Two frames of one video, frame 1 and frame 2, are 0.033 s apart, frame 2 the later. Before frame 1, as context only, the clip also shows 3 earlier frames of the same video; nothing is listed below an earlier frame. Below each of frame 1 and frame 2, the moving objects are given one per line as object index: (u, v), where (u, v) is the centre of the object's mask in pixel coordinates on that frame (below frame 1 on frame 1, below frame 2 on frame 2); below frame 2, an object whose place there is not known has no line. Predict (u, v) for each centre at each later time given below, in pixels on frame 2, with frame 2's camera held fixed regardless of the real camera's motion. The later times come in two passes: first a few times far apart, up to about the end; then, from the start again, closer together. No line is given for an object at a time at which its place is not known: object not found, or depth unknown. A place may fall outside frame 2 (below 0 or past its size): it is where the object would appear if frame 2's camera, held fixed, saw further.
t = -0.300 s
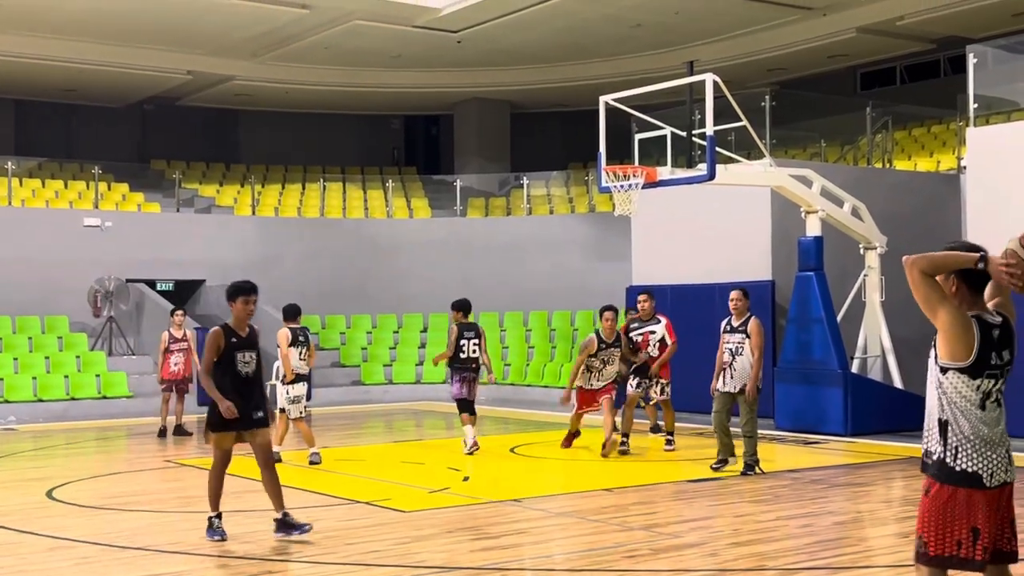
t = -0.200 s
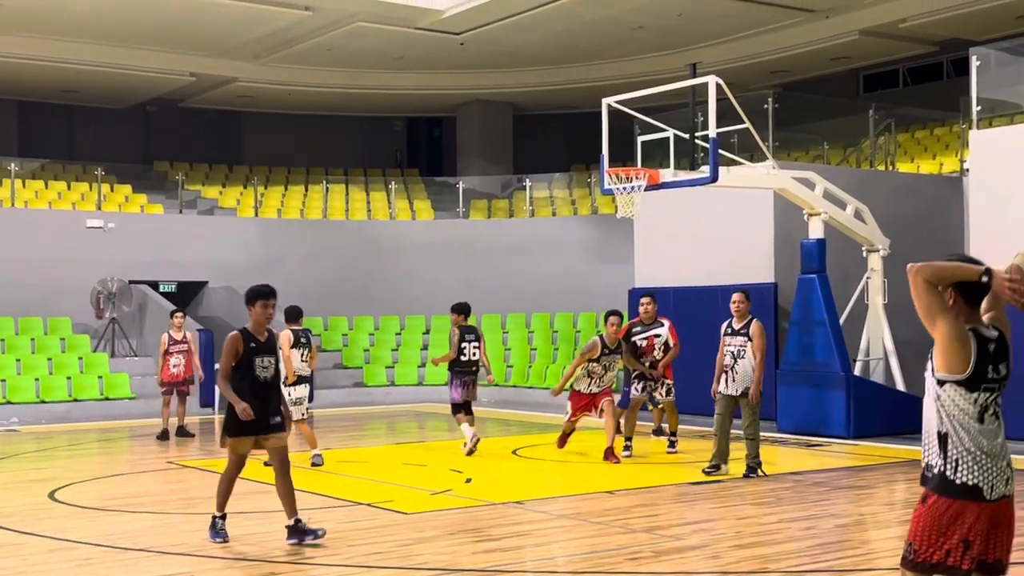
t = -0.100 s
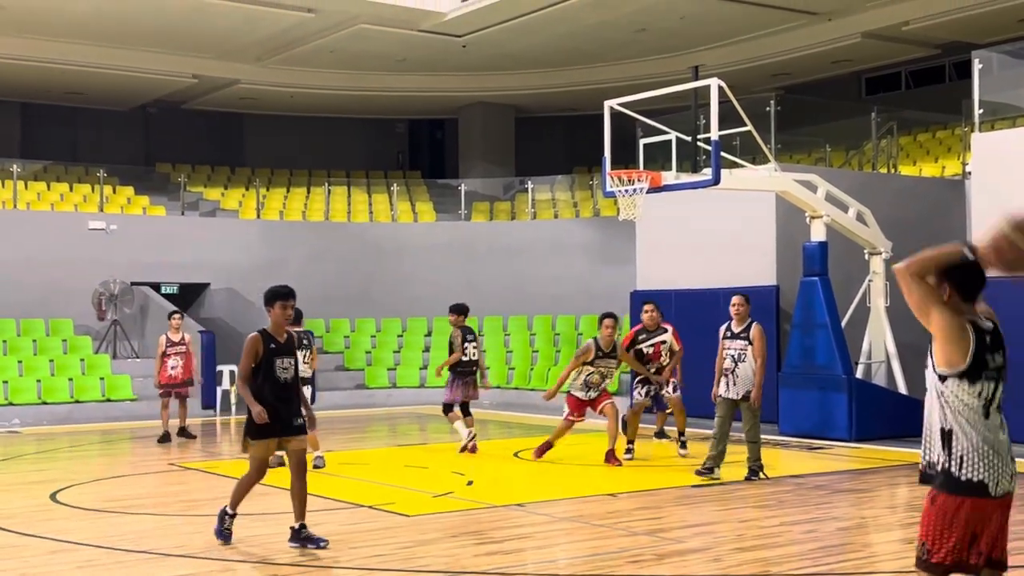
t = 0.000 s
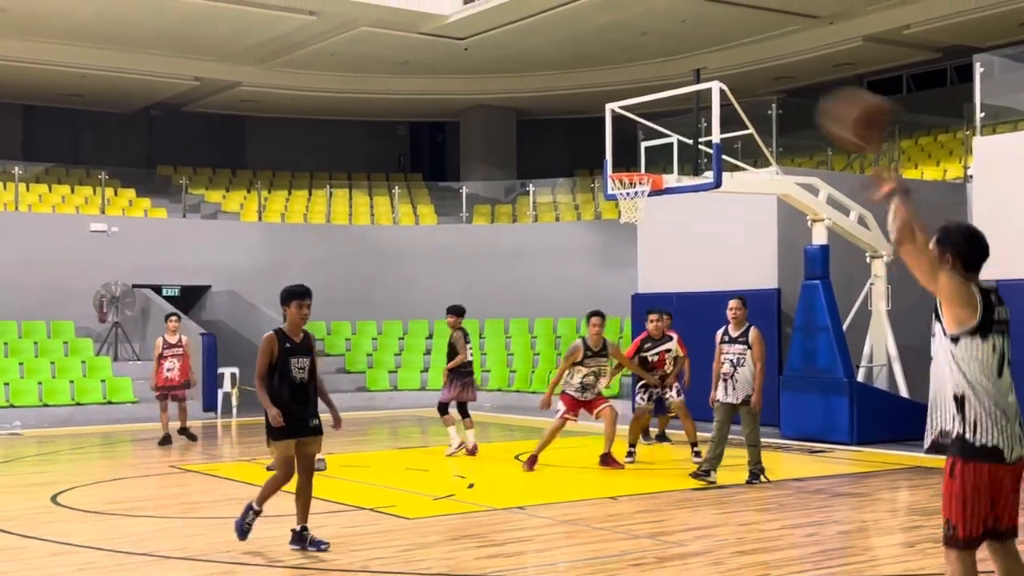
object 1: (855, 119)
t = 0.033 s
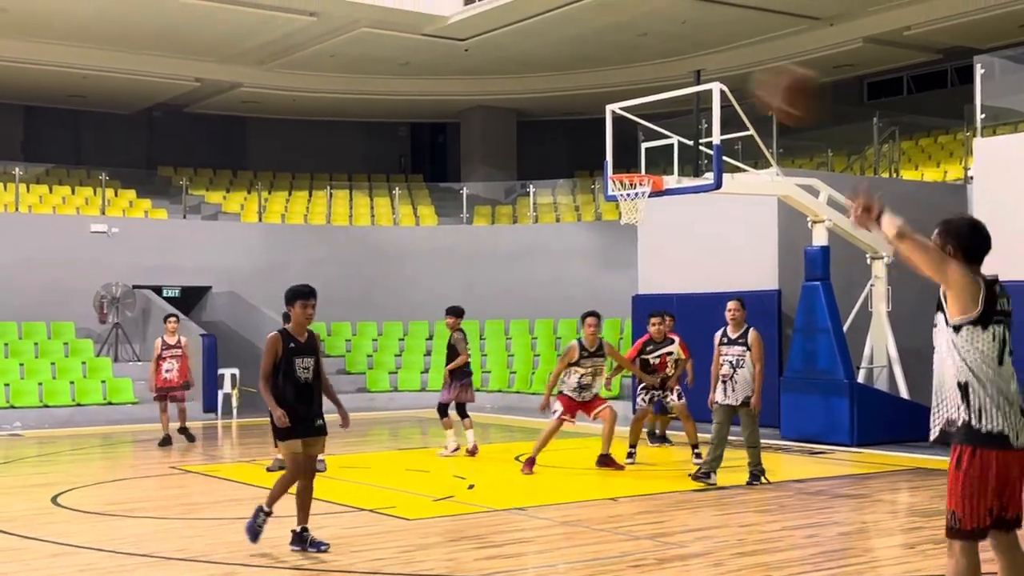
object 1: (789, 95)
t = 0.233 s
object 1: (465, 13)
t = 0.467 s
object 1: (210, 26)
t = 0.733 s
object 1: (6, 122)
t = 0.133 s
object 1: (609, 37)
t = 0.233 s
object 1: (465, 13)
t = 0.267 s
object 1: (421, 11)
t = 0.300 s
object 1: (381, 9)
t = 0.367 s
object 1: (307, 11)
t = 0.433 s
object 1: (241, 20)
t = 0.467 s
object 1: (210, 26)
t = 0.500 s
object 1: (178, 34)
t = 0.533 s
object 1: (150, 43)
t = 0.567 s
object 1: (123, 53)
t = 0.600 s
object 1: (96, 65)
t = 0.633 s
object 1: (73, 78)
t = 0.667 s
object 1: (51, 91)
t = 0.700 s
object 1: (28, 107)
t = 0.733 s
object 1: (6, 122)
